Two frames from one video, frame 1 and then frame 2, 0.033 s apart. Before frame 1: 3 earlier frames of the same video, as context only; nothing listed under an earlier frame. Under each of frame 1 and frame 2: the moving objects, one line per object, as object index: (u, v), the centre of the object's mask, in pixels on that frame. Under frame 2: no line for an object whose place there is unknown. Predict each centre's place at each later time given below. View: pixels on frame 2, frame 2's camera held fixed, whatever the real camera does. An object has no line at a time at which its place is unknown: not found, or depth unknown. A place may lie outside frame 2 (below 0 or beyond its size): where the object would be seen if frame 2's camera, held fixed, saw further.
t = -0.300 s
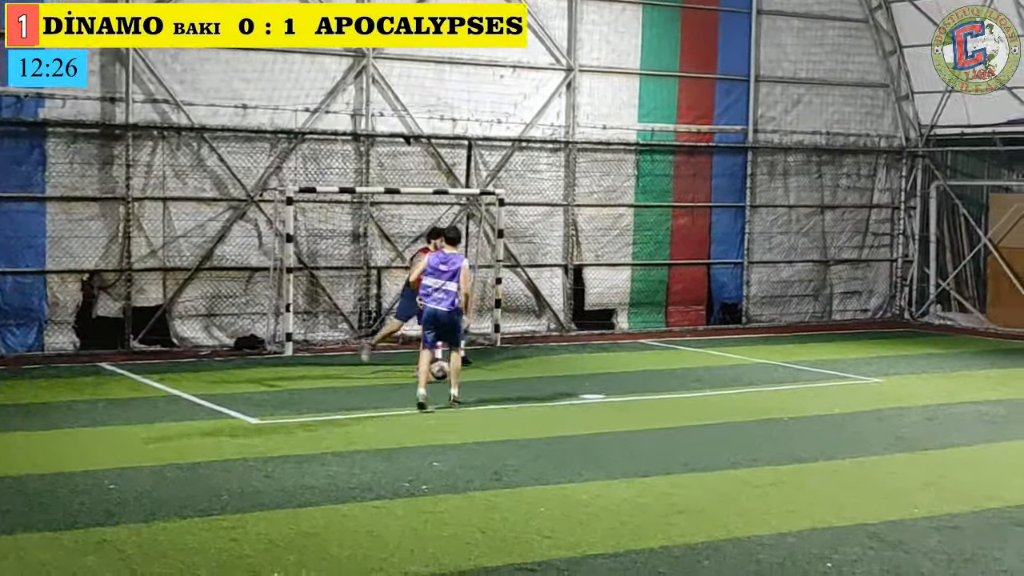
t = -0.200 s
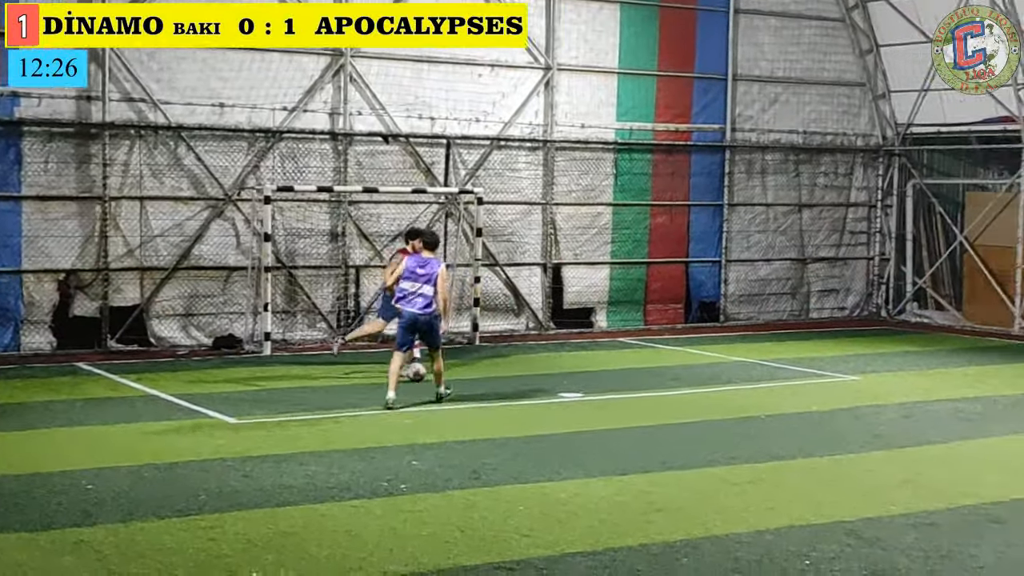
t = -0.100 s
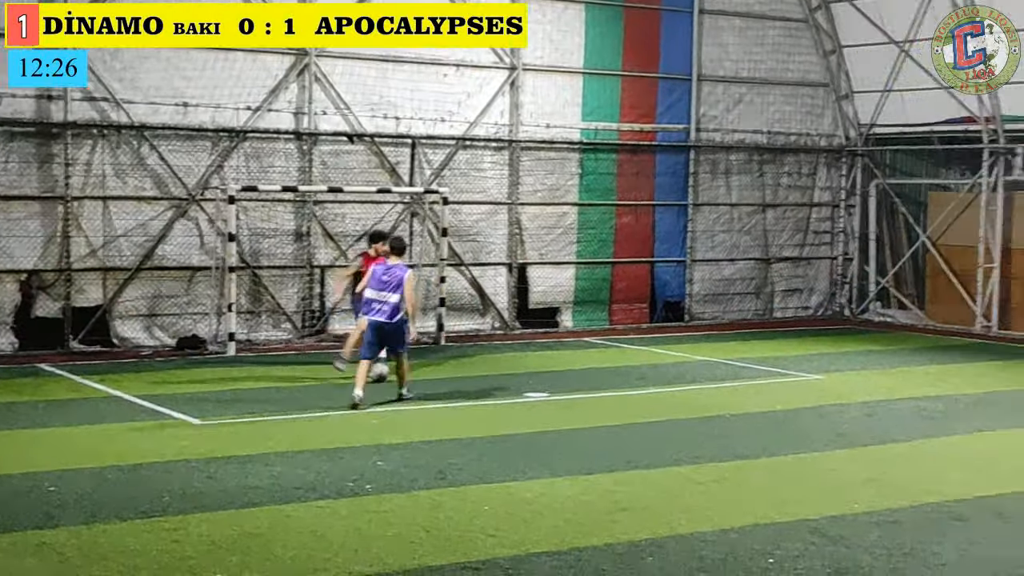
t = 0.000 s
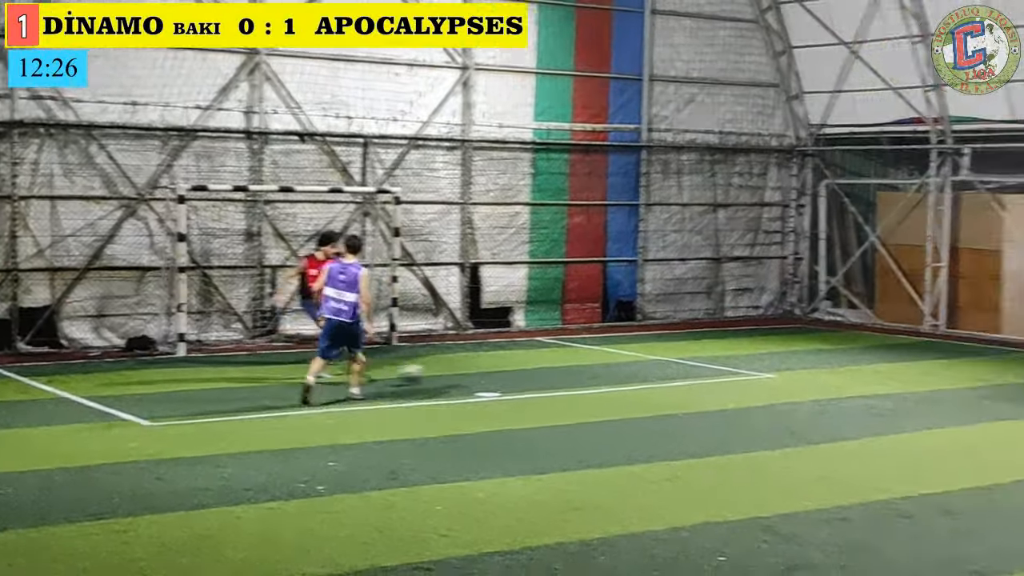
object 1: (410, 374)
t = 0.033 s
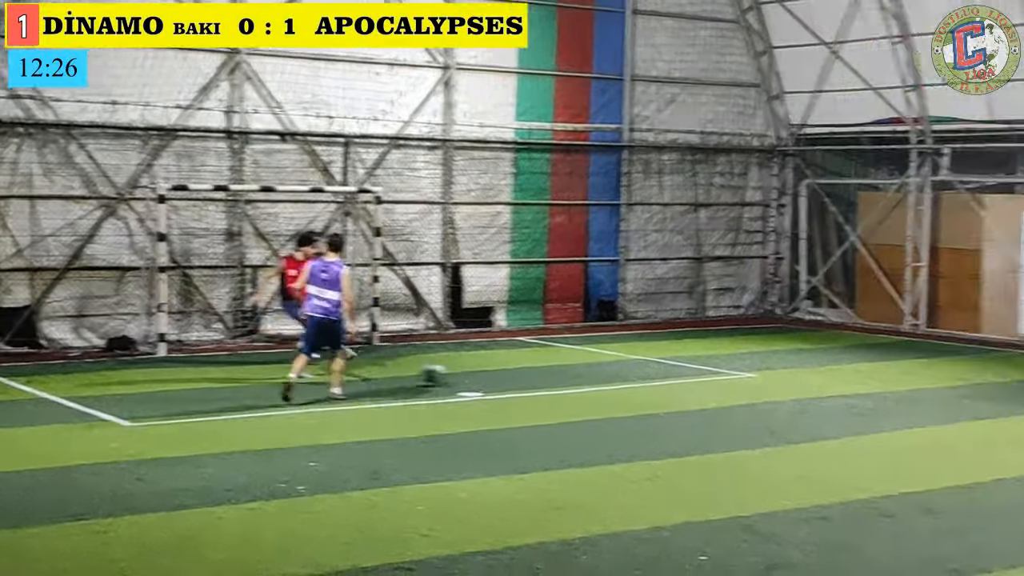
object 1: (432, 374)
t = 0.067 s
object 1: (474, 375)
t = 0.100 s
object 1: (511, 378)
